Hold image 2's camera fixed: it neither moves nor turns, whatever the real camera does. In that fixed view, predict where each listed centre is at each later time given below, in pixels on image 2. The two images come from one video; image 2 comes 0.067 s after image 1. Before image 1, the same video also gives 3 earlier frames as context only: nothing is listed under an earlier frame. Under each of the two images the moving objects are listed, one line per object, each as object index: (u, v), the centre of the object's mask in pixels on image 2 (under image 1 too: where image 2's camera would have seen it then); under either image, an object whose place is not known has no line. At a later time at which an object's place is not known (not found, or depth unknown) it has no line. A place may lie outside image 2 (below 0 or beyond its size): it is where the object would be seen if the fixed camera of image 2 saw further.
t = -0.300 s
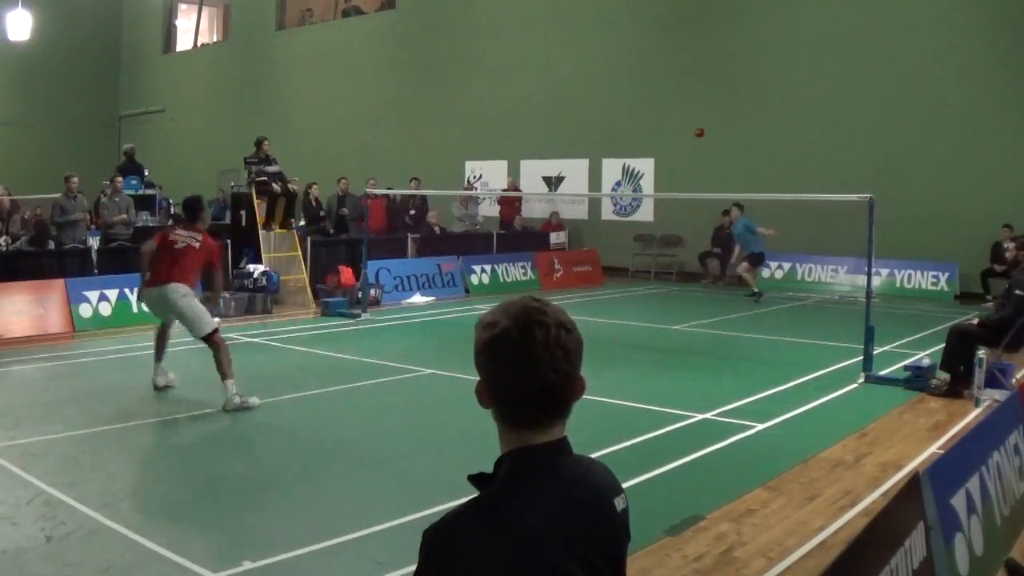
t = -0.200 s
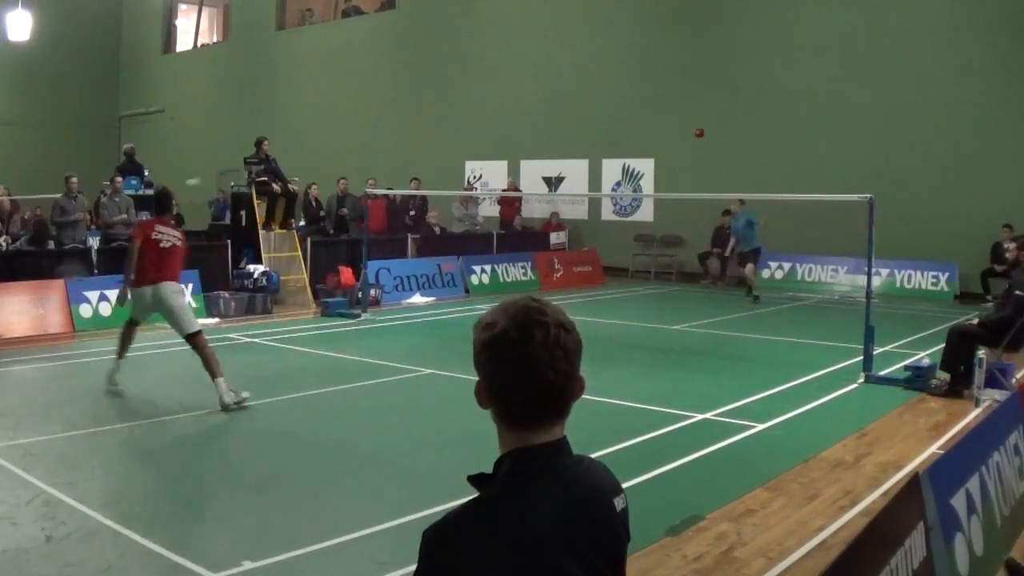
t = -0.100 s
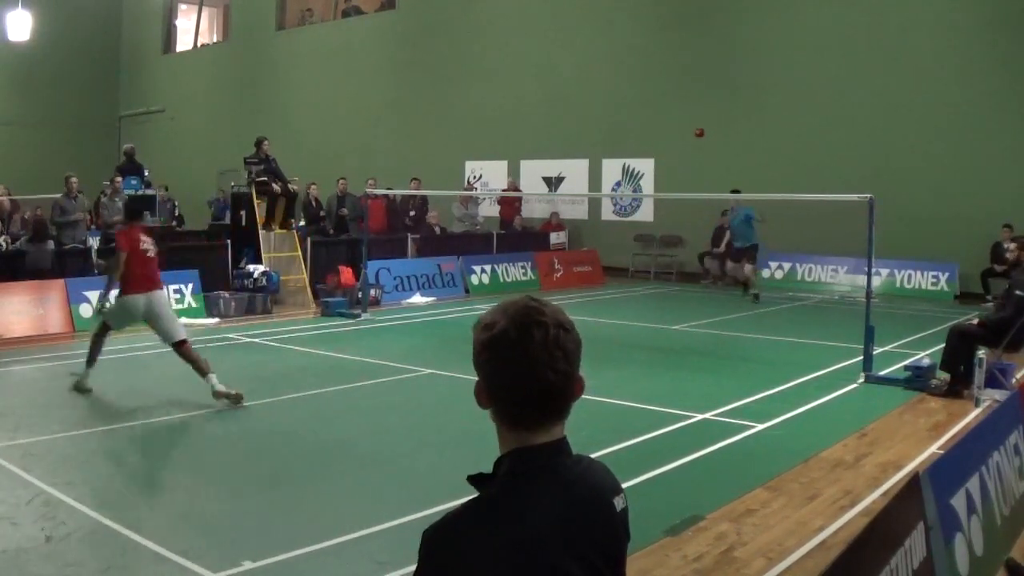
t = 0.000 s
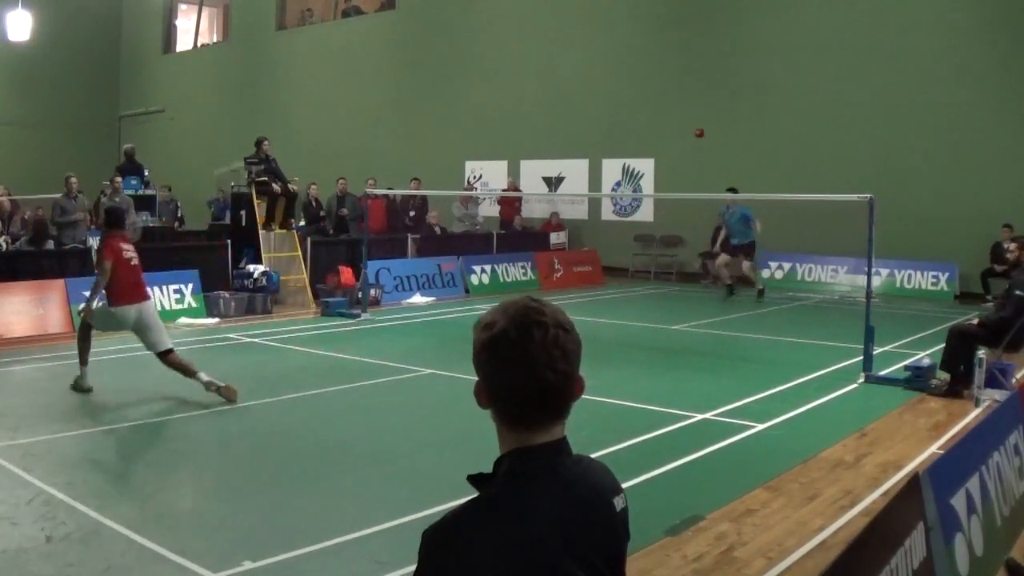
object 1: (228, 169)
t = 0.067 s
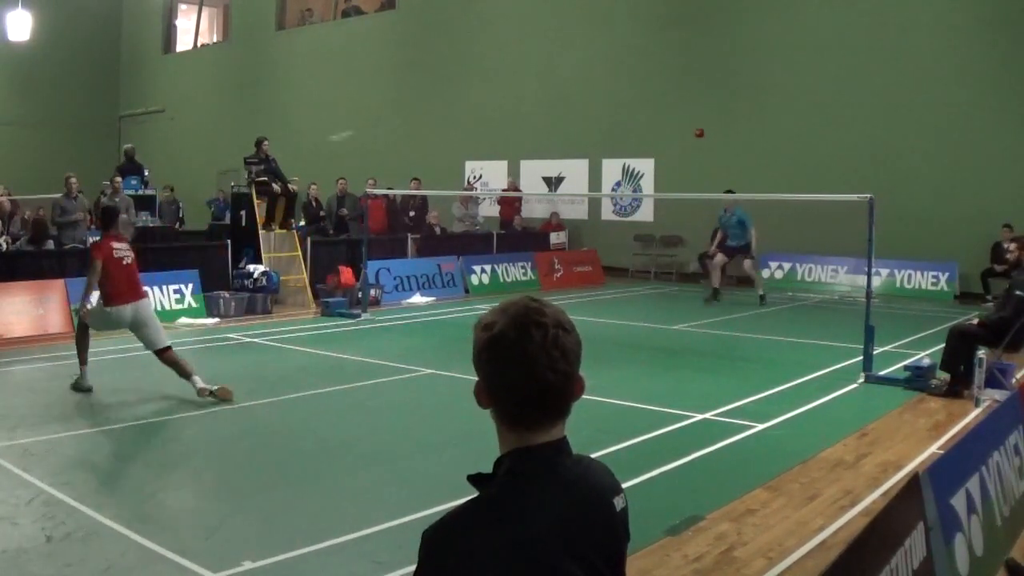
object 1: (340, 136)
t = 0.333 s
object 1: (596, 100)
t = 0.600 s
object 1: (729, 139)
